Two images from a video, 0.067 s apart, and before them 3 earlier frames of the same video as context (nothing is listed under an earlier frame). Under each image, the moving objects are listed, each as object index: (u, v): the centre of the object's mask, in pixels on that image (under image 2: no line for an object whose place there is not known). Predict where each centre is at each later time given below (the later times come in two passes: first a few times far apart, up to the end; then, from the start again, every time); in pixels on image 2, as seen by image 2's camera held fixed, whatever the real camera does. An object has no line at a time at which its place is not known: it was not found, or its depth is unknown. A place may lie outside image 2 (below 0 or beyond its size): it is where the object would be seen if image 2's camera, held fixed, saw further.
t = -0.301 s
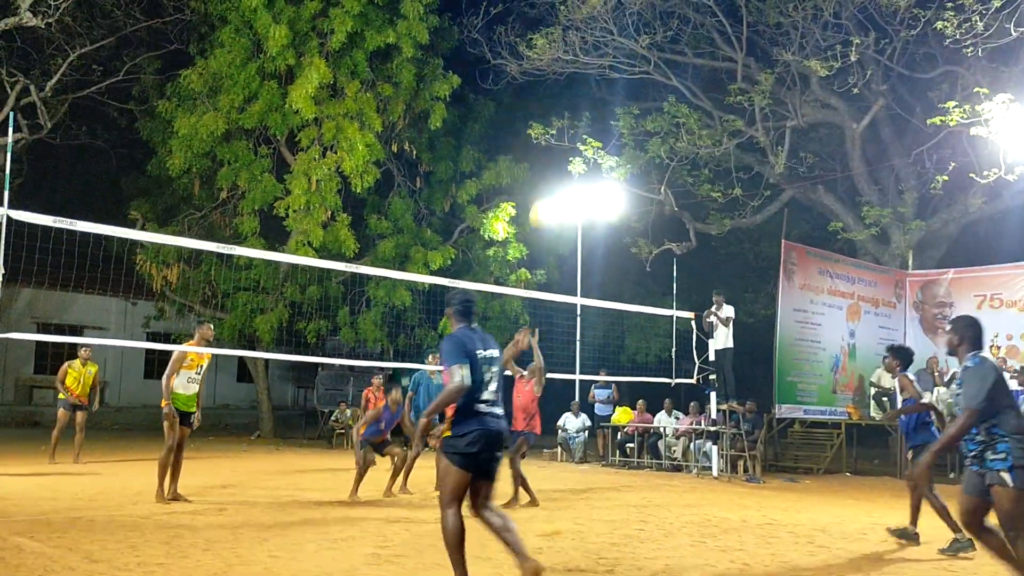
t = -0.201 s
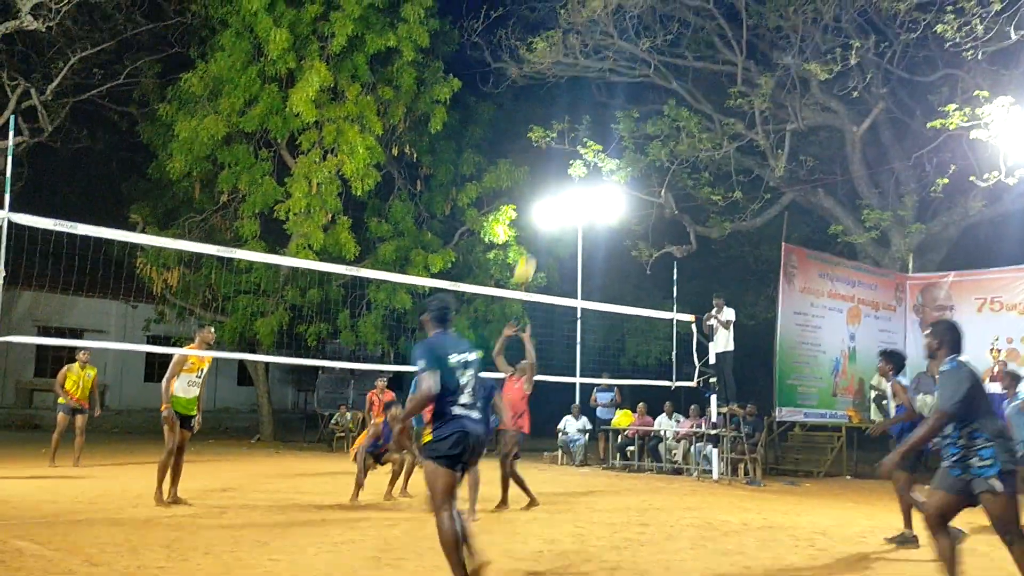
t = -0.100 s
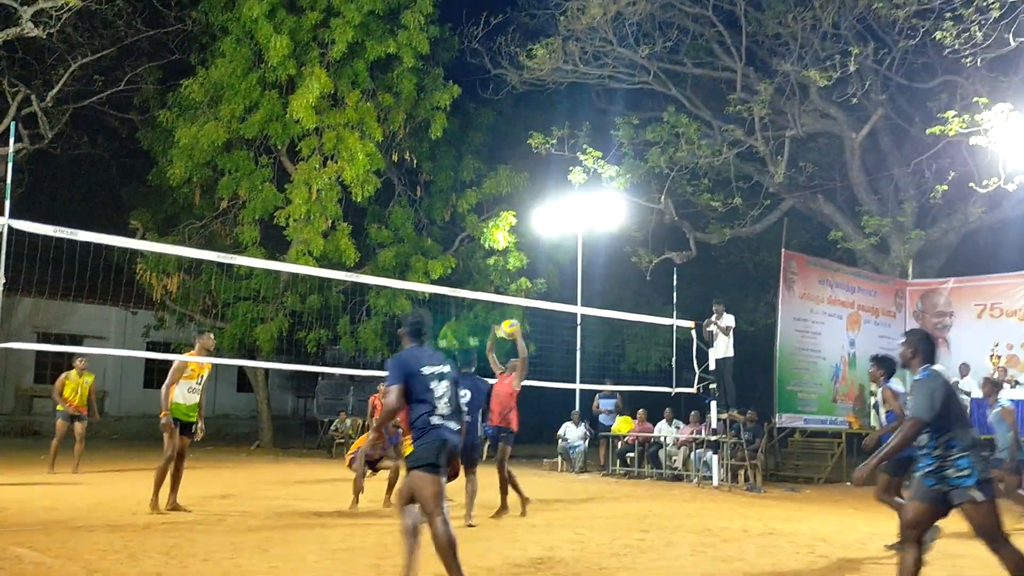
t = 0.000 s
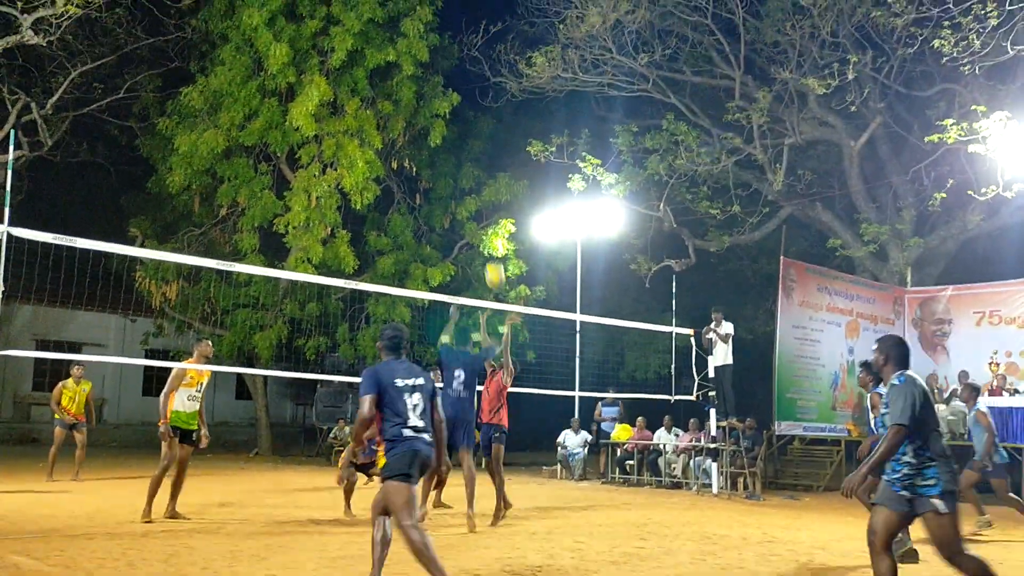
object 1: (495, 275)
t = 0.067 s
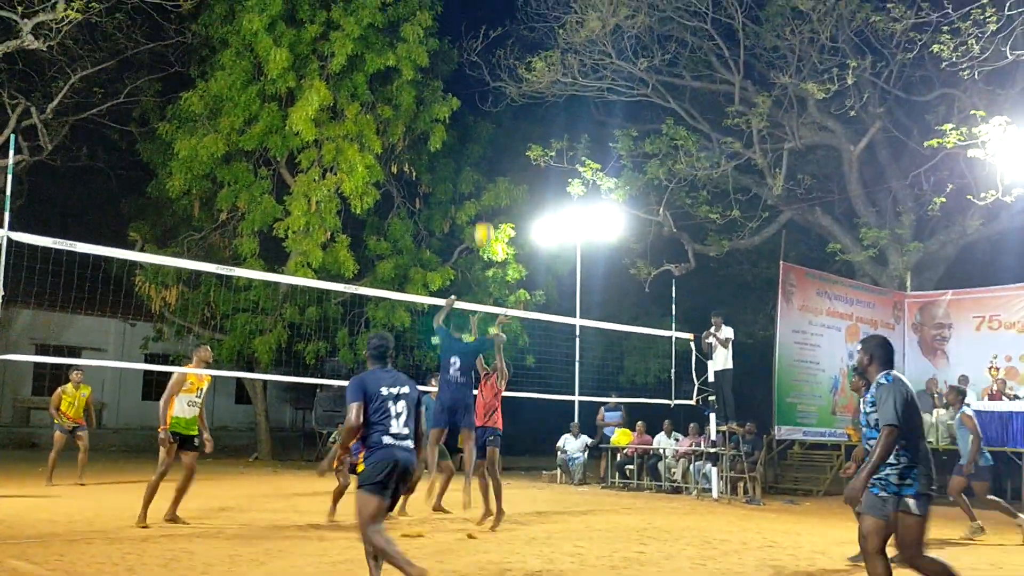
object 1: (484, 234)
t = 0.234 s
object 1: (459, 141)
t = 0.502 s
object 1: (417, 41)
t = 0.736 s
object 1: (377, 5)
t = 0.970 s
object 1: (333, 18)
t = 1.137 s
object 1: (299, 60)
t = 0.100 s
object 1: (479, 214)
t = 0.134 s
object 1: (474, 194)
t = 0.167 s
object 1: (469, 176)
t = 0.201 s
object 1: (464, 158)
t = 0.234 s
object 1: (459, 141)
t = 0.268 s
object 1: (454, 125)
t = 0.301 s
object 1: (449, 110)
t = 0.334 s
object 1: (444, 96)
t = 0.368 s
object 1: (438, 83)
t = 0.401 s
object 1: (433, 72)
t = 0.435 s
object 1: (428, 61)
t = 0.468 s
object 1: (423, 50)
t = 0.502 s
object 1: (417, 41)
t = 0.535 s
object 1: (412, 33)
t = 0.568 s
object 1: (406, 26)
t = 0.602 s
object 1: (400, 20)
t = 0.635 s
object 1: (395, 14)
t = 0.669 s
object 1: (389, 10)
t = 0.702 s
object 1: (383, 7)
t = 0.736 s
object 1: (377, 5)
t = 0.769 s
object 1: (371, 3)
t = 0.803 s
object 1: (365, 3)
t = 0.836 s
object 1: (359, 4)
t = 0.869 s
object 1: (352, 5)
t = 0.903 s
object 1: (346, 9)
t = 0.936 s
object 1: (340, 13)
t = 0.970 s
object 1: (333, 18)
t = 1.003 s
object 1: (326, 24)
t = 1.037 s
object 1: (320, 31)
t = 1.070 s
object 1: (313, 39)
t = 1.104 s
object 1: (306, 50)
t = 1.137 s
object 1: (299, 60)
